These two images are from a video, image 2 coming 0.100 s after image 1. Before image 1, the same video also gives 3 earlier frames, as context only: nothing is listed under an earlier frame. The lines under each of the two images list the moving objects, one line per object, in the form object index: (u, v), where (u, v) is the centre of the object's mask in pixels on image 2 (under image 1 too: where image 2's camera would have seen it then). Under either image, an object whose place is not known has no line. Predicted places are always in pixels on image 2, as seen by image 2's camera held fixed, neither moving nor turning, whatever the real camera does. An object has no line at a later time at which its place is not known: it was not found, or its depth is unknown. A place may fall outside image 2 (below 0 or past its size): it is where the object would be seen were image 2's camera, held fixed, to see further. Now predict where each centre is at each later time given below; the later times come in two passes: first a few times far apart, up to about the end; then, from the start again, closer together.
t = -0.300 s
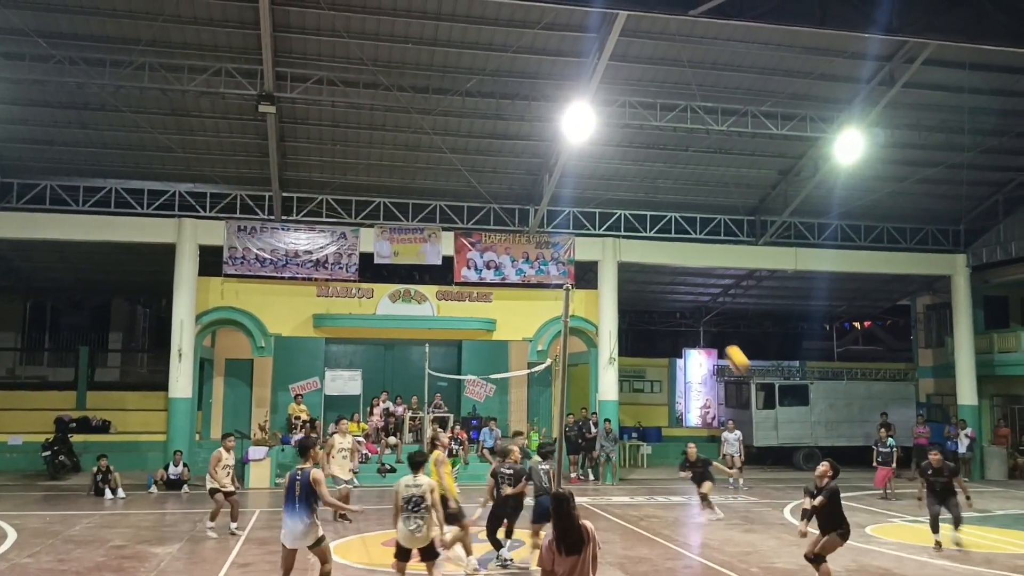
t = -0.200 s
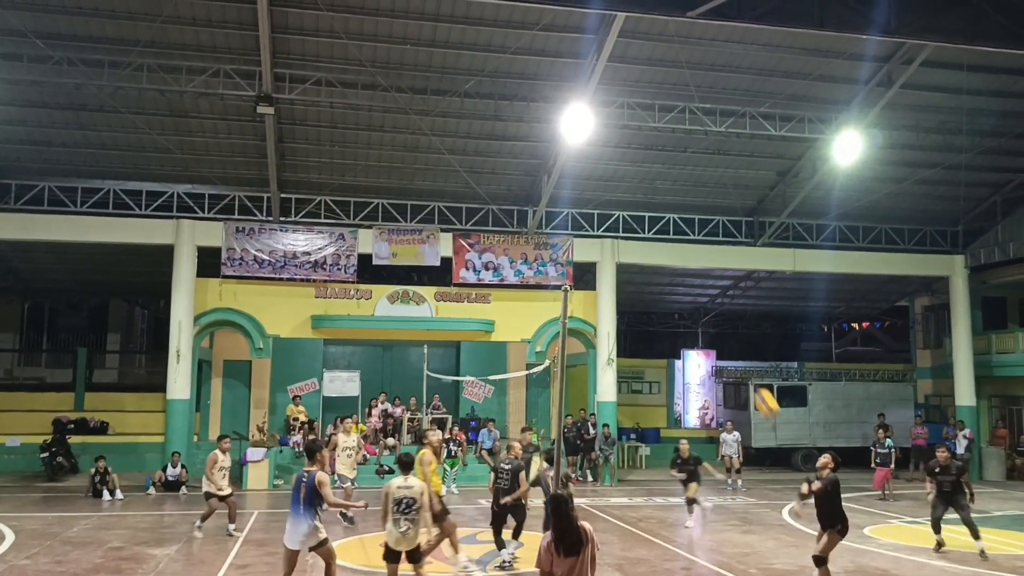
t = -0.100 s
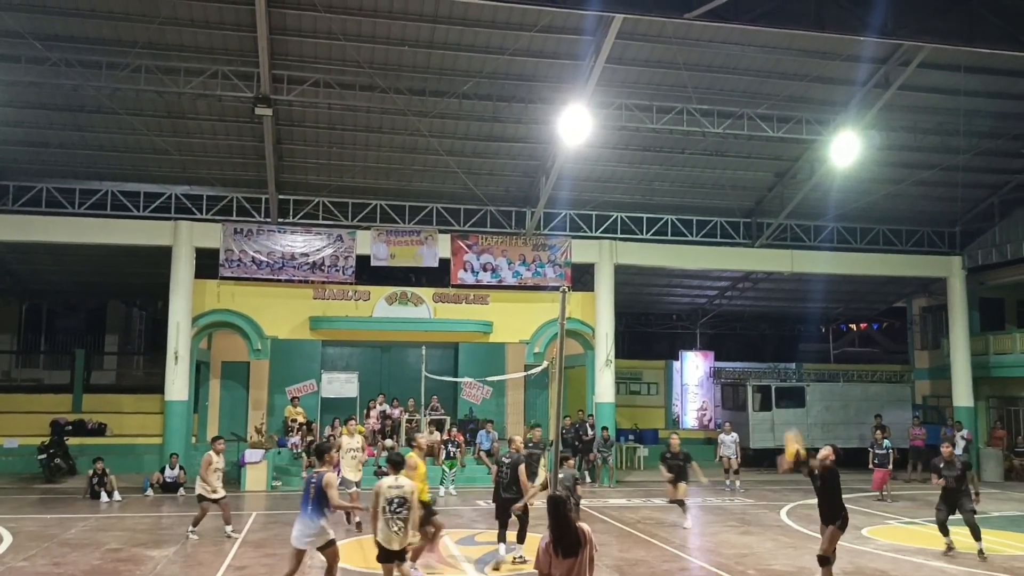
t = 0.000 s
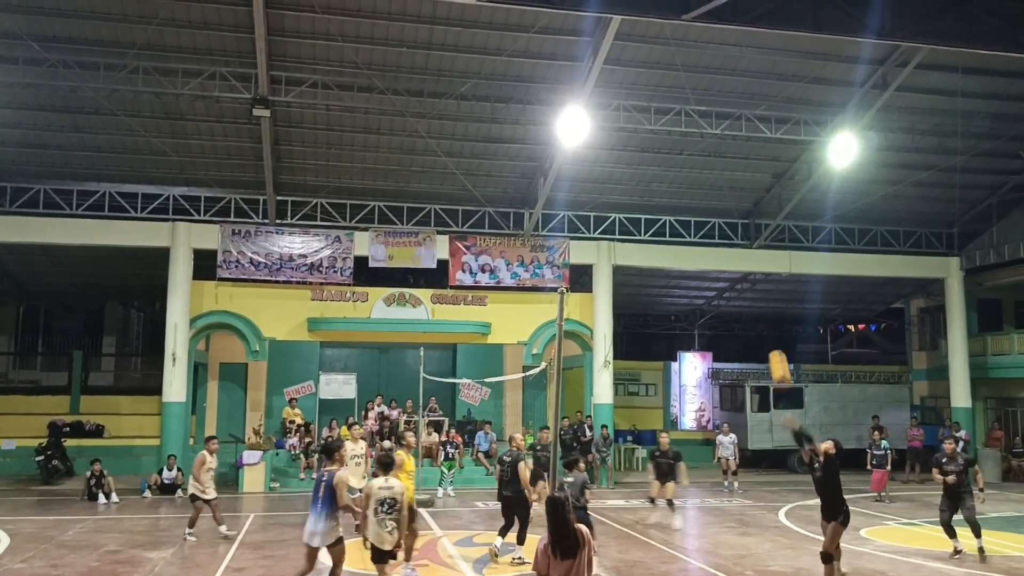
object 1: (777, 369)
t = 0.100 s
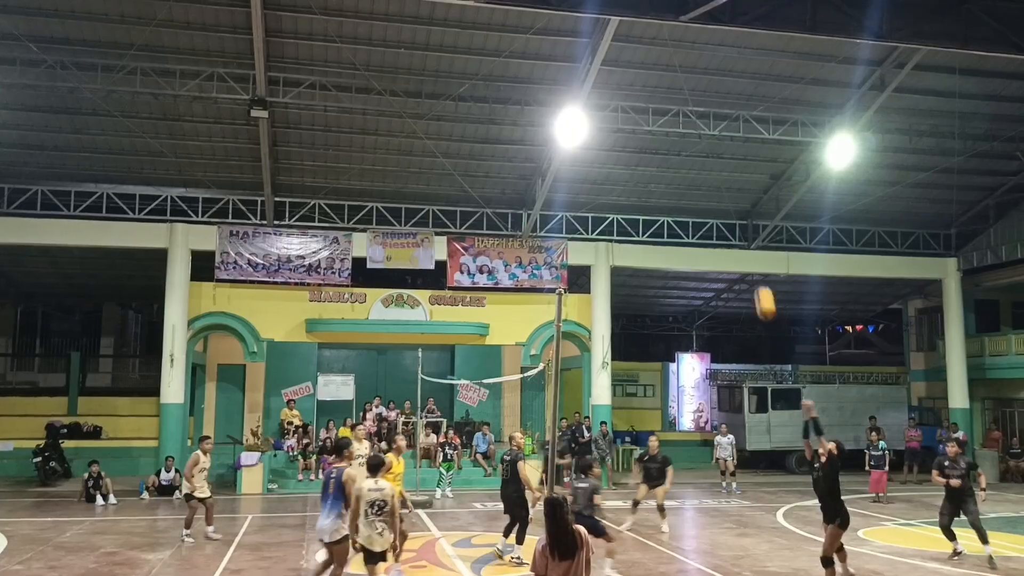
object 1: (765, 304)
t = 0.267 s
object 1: (747, 219)
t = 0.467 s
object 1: (728, 156)
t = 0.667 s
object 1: (714, 128)
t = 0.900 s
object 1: (699, 134)
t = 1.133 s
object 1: (687, 178)
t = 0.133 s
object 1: (761, 284)
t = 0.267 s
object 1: (747, 219)
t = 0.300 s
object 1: (743, 205)
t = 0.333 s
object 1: (740, 194)
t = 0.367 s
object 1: (737, 183)
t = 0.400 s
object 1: (734, 173)
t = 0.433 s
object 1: (731, 164)
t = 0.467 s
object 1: (728, 156)
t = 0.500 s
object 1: (726, 149)
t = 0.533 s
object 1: (723, 143)
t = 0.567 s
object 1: (721, 138)
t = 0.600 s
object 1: (718, 133)
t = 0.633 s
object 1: (716, 130)
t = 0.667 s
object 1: (714, 128)
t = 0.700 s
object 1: (712, 126)
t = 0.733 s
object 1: (709, 126)
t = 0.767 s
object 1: (707, 126)
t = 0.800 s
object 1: (705, 127)
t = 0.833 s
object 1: (703, 129)
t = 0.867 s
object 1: (701, 131)
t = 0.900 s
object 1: (699, 134)
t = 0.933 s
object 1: (697, 138)
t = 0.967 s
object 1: (695, 143)
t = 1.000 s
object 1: (693, 149)
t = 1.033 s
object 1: (692, 155)
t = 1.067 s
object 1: (690, 162)
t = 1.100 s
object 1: (688, 170)
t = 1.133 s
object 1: (687, 178)
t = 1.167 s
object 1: (685, 187)
